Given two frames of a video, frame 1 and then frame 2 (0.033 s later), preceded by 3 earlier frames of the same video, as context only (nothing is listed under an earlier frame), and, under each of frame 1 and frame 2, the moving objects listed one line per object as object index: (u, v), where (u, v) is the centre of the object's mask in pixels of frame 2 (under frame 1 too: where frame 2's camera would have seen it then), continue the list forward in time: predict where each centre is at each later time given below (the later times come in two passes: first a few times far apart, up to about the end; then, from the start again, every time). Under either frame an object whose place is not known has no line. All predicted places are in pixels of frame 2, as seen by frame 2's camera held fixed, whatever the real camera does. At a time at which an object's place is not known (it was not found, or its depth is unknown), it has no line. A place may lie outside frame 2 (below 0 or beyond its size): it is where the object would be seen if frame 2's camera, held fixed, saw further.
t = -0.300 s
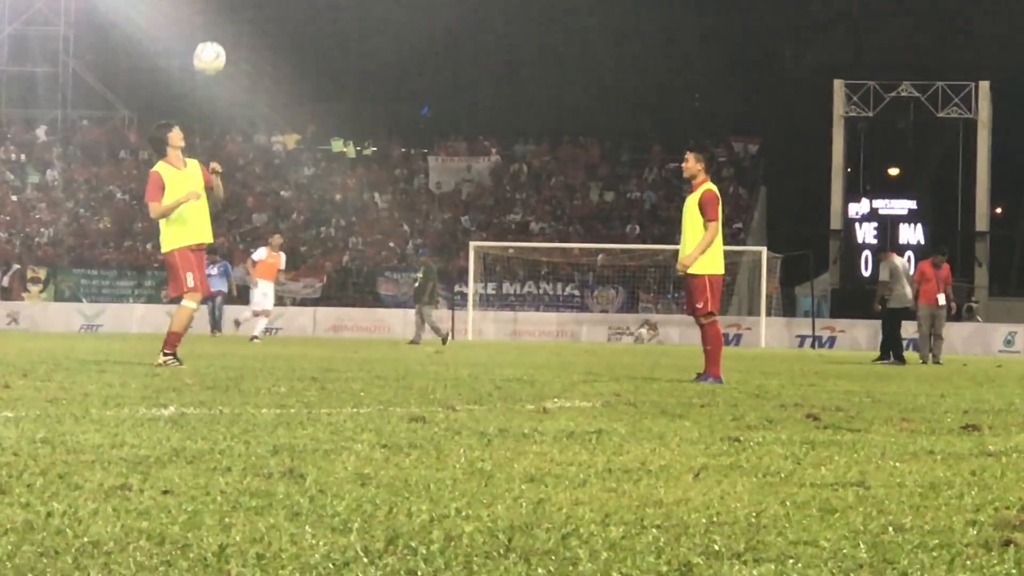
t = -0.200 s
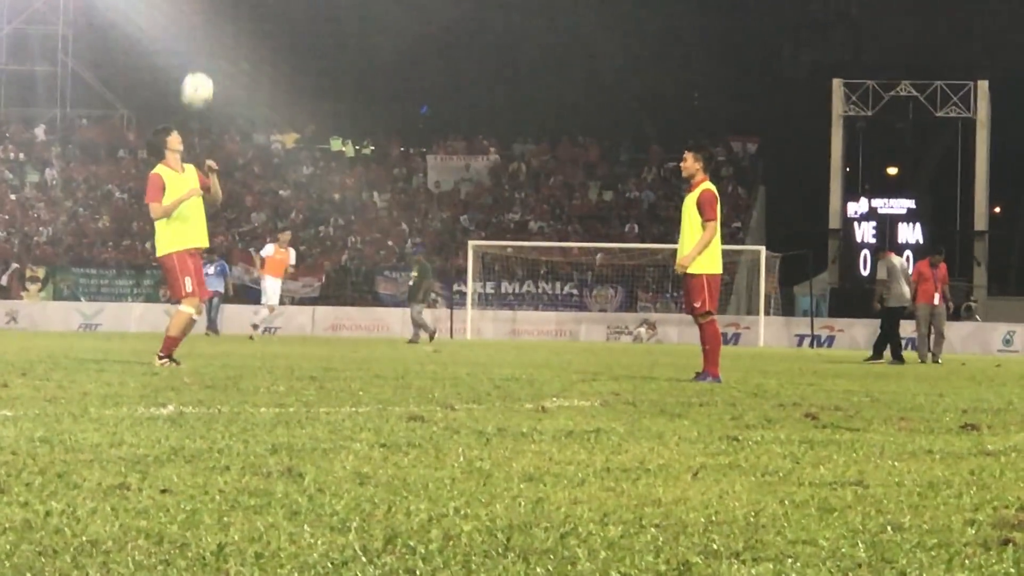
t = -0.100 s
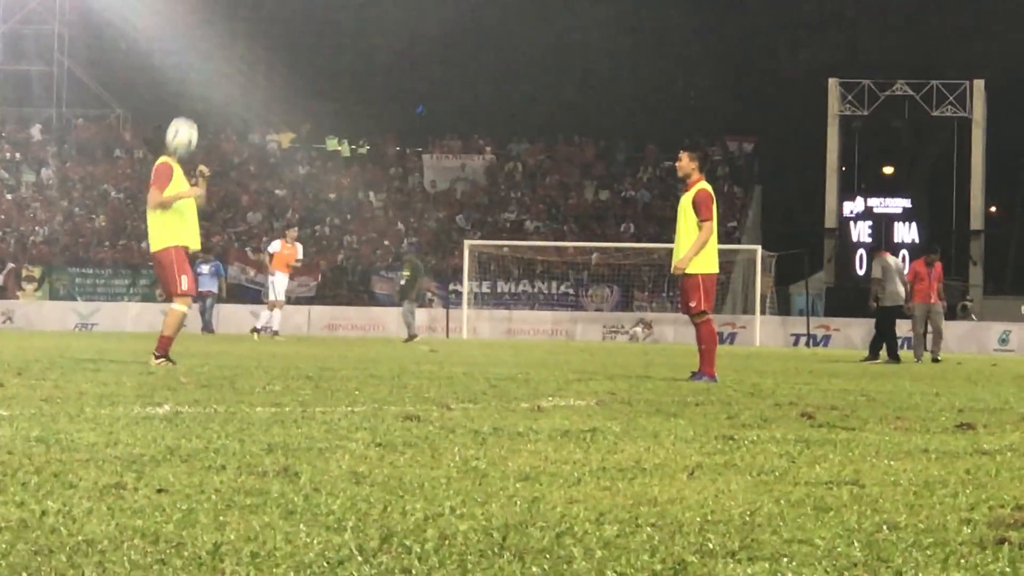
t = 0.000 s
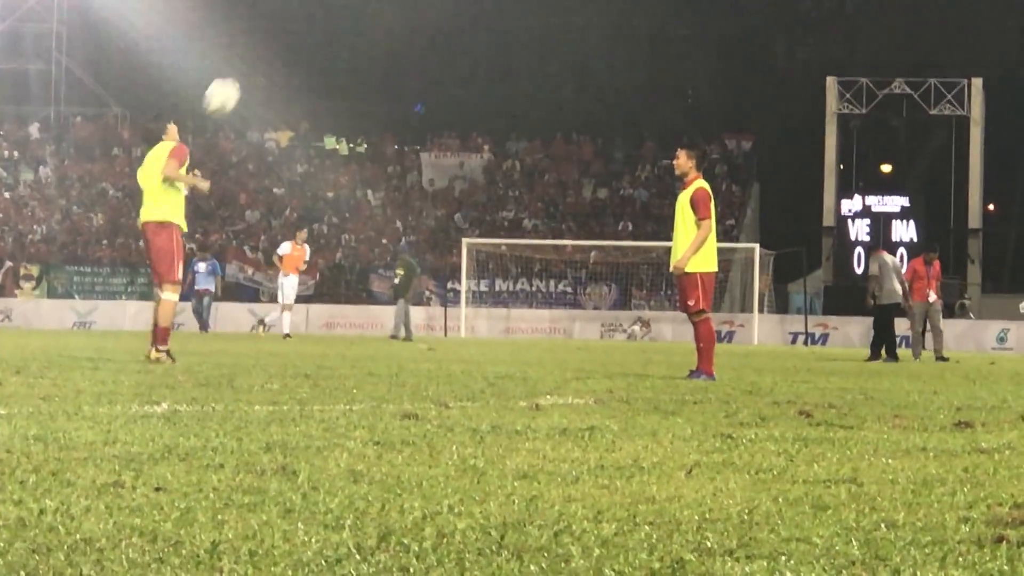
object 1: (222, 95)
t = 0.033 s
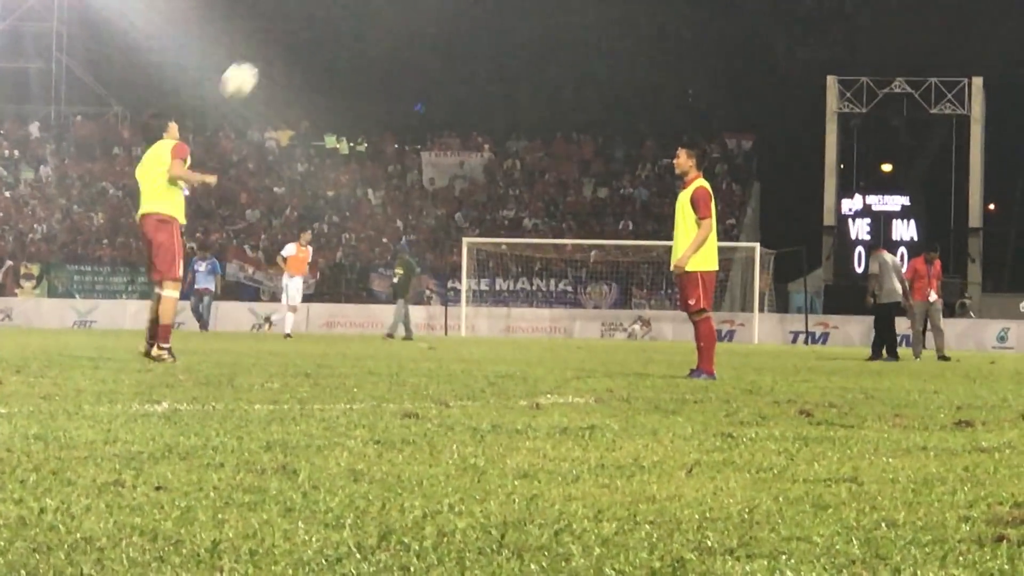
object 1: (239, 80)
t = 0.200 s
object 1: (324, 25)
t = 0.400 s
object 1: (420, 15)
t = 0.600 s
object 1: (511, 56)
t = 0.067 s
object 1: (257, 66)
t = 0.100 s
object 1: (274, 52)
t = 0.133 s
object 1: (291, 41)
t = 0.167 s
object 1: (307, 32)
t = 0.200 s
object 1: (324, 25)
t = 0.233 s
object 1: (340, 19)
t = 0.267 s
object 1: (356, 17)
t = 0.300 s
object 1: (372, 16)
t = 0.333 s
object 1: (388, 15)
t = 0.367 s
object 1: (404, 15)
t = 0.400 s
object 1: (420, 15)
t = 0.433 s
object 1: (435, 17)
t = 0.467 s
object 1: (451, 21)
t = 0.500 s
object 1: (465, 28)
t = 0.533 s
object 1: (481, 36)
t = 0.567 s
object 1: (496, 45)
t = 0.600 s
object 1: (511, 56)
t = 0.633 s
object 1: (526, 68)
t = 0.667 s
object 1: (540, 82)
